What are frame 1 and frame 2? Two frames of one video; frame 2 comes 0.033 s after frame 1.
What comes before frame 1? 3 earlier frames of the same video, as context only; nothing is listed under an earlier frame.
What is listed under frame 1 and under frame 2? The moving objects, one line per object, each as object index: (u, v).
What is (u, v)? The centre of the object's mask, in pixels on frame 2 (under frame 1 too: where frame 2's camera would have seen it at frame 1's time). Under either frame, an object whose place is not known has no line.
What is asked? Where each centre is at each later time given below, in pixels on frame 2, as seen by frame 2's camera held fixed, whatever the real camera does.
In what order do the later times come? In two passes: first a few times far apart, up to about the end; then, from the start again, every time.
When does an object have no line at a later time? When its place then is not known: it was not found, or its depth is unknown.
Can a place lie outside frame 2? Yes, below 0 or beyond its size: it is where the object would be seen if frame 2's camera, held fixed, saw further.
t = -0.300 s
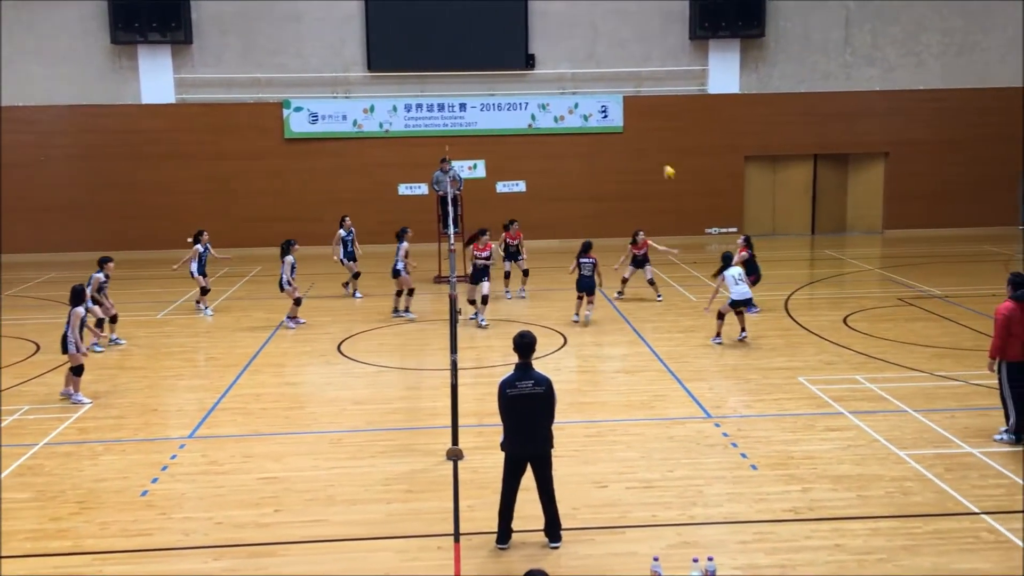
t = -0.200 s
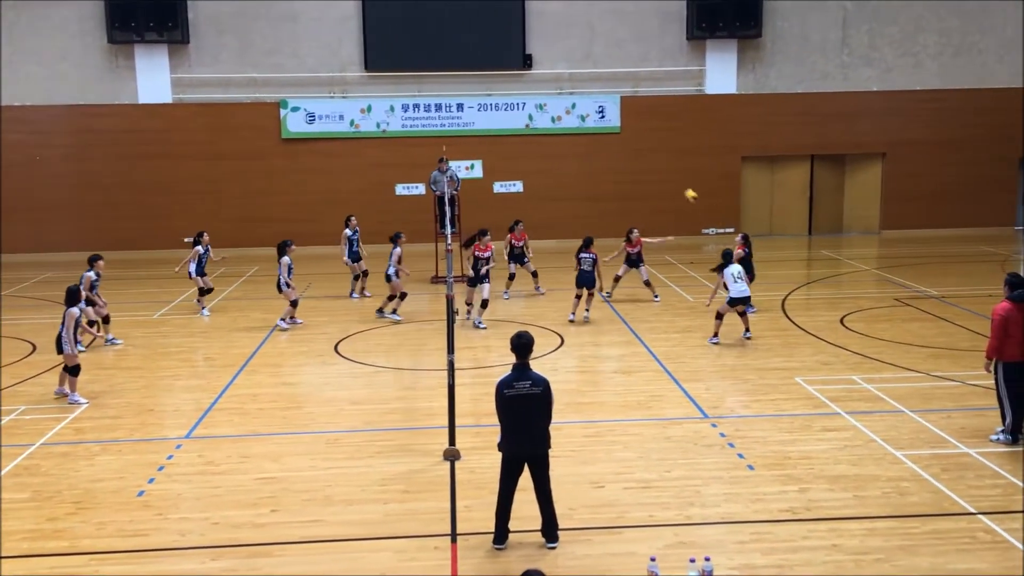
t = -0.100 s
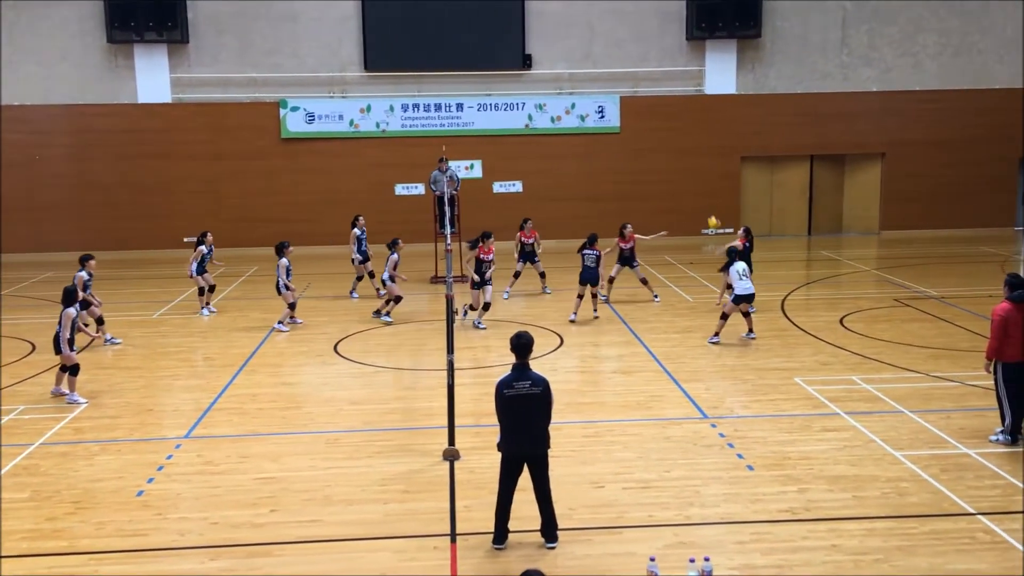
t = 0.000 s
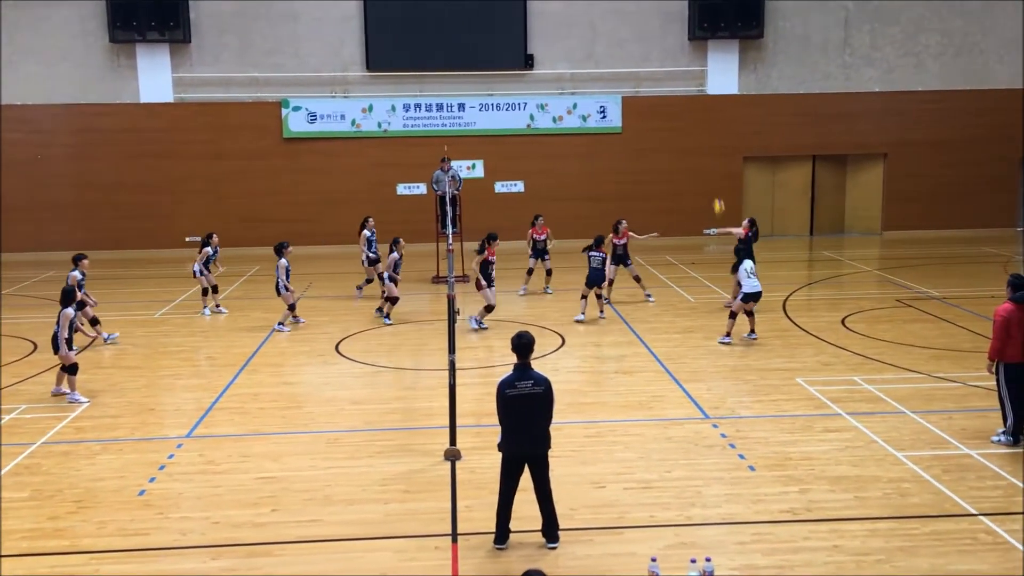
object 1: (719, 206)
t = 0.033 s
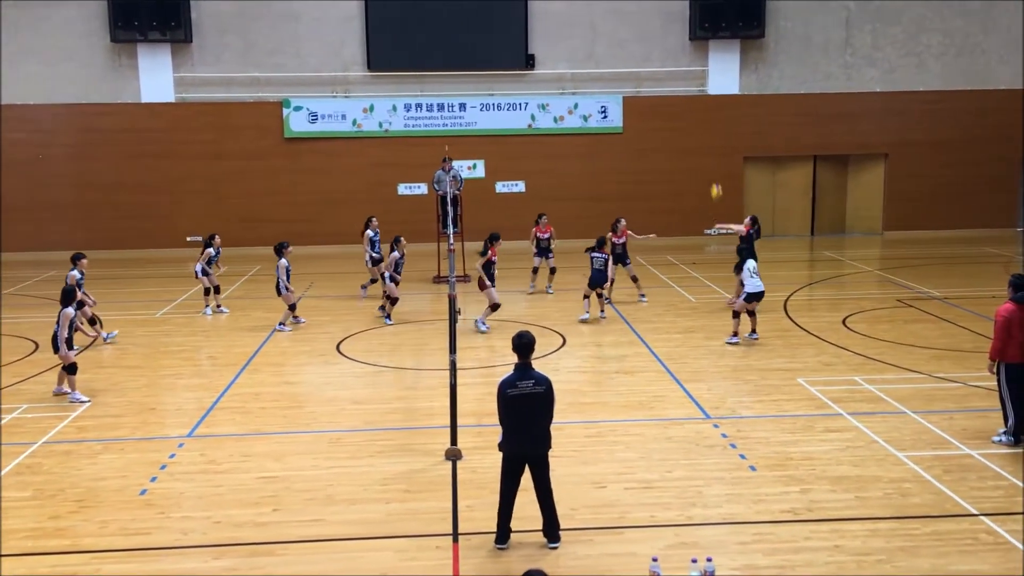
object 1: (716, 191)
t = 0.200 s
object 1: (700, 124)
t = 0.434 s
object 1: (680, 58)
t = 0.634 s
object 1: (664, 28)
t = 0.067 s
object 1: (713, 177)
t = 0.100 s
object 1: (709, 162)
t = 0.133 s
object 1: (706, 148)
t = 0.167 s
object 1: (703, 136)
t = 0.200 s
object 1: (700, 124)
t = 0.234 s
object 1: (697, 113)
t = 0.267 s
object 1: (694, 102)
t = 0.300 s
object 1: (690, 92)
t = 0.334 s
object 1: (688, 83)
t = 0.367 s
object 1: (685, 74)
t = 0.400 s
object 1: (682, 66)
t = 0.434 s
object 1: (680, 58)
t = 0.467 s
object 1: (677, 51)
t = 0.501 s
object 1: (675, 45)
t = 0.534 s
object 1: (672, 39)
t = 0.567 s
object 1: (669, 35)
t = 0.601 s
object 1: (666, 31)
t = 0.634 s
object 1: (664, 28)
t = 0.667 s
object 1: (661, 25)
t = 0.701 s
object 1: (658, 23)
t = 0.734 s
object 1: (655, 21)
